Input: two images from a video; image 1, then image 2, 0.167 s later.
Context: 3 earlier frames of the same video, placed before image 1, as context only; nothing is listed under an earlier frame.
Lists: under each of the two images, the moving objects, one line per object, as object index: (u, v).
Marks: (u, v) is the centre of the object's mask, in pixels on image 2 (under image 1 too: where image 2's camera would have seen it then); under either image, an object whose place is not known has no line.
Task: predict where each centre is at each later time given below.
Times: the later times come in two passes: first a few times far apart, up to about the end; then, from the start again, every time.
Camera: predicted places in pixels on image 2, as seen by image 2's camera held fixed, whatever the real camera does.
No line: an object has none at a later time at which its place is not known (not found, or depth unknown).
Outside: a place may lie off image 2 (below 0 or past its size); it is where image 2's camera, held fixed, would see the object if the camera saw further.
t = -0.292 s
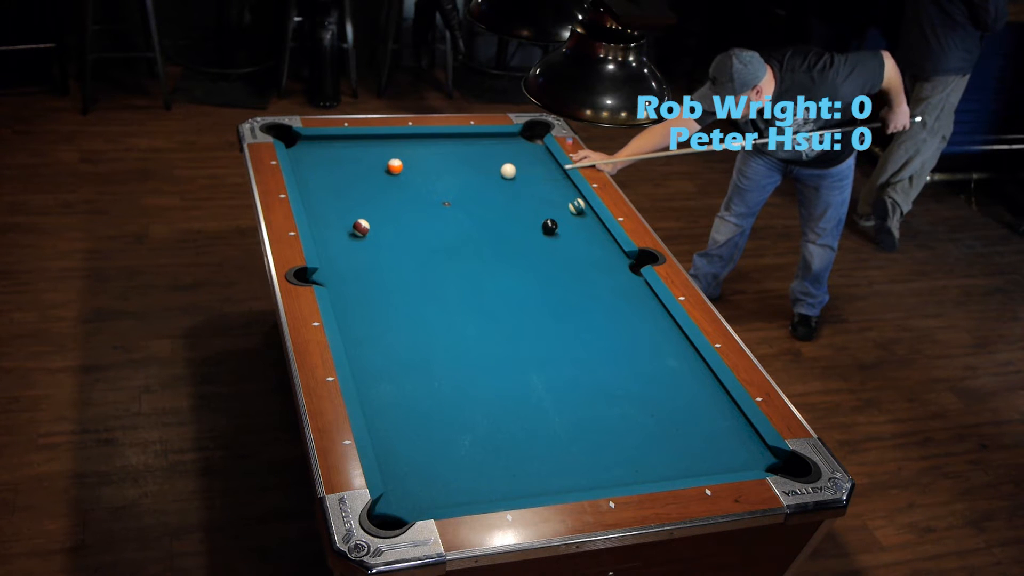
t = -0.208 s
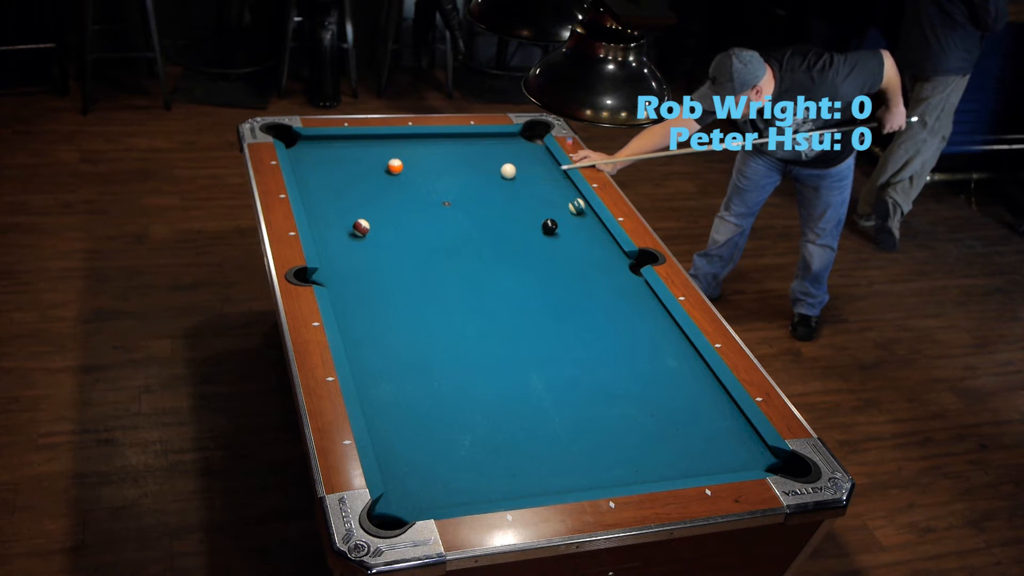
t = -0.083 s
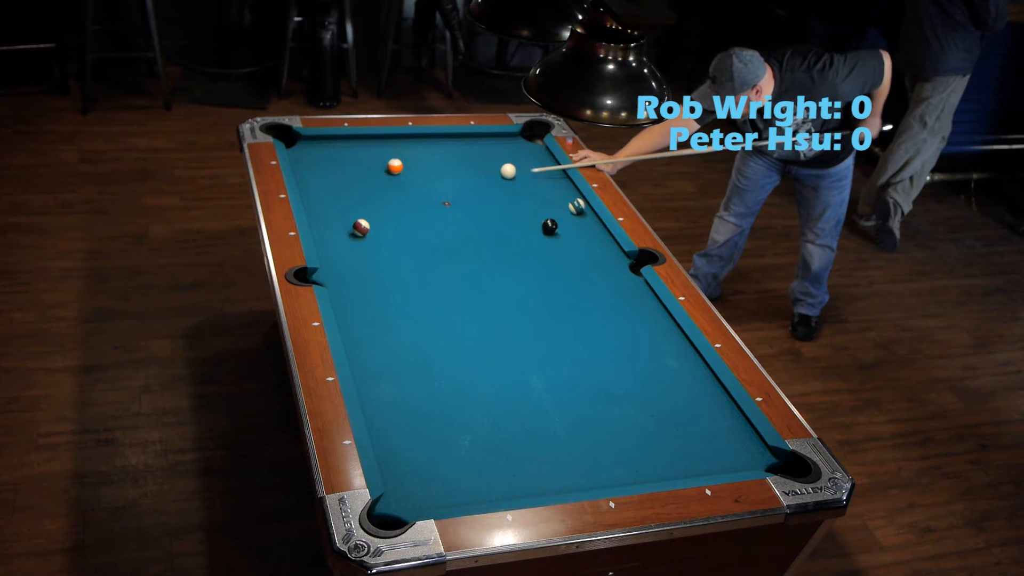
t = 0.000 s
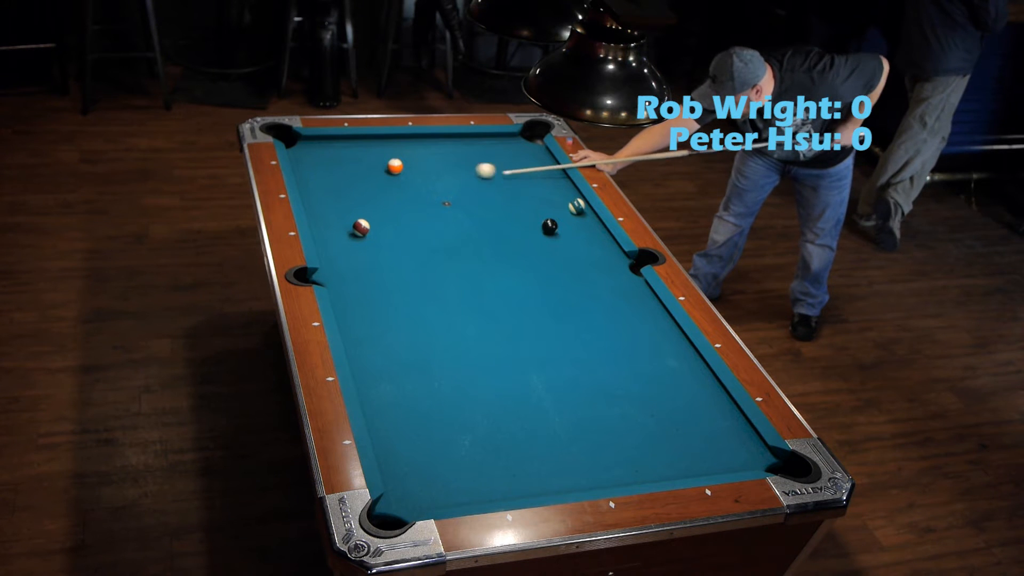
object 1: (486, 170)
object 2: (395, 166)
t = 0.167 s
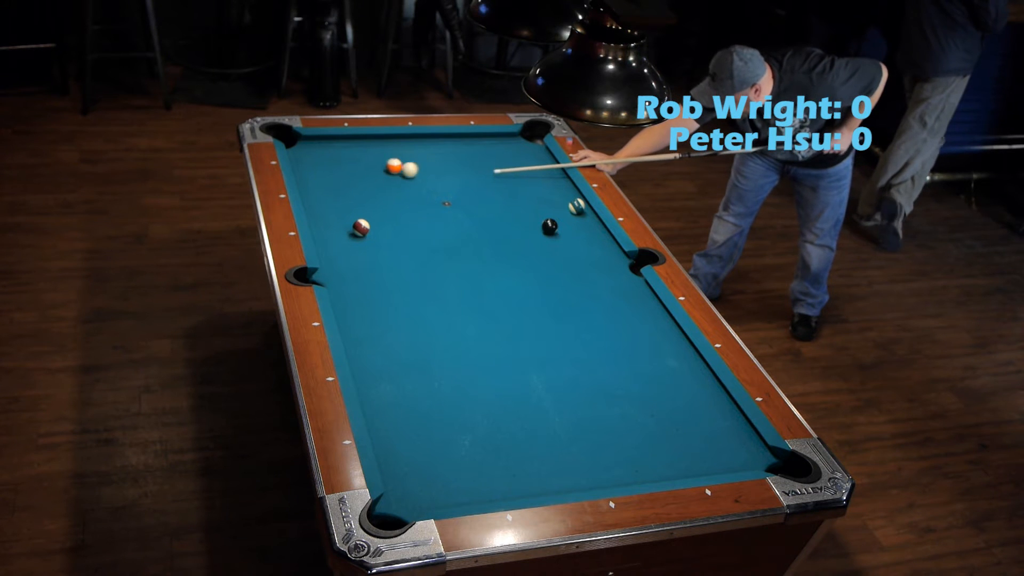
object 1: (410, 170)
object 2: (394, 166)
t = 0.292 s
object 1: (396, 179)
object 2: (361, 157)
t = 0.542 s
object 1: (368, 195)
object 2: (311, 144)
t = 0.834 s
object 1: (334, 214)
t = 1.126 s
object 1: (330, 233)
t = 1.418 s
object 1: (358, 251)
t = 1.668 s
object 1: (382, 266)
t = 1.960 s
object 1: (410, 283)
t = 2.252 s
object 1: (437, 299)
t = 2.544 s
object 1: (463, 315)
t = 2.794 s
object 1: (485, 327)
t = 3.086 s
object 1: (509, 341)
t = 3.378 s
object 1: (532, 355)
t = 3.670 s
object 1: (554, 368)
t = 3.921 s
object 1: (572, 377)
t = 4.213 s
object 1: (591, 388)
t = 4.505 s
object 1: (609, 397)
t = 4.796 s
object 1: (625, 405)
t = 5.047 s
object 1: (637, 411)
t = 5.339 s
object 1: (650, 416)
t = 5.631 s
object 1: (660, 421)
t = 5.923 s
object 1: (668, 425)
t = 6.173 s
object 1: (672, 427)
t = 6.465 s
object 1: (674, 428)
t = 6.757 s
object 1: (675, 429)
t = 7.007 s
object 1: (675, 428)
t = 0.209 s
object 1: (405, 173)
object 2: (382, 163)
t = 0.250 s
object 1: (401, 176)
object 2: (371, 160)
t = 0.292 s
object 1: (396, 179)
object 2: (361, 157)
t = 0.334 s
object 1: (392, 181)
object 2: (352, 155)
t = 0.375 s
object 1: (387, 184)
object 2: (343, 153)
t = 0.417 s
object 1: (383, 187)
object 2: (335, 150)
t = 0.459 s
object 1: (378, 189)
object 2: (327, 148)
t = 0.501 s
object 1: (373, 192)
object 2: (319, 146)
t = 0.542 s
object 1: (368, 195)
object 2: (311, 144)
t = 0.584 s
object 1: (363, 198)
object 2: (303, 142)
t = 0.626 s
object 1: (359, 200)
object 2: (295, 140)
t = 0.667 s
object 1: (354, 203)
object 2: (288, 139)
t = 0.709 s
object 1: (349, 206)
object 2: (282, 140)
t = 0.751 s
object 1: (344, 209)
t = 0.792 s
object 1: (339, 212)
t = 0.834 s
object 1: (334, 214)
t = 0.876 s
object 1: (329, 217)
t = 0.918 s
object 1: (324, 220)
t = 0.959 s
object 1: (319, 223)
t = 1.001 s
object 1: (318, 226)
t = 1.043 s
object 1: (322, 228)
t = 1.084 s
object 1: (326, 231)
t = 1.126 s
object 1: (330, 233)
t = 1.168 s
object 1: (334, 236)
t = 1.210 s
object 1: (338, 238)
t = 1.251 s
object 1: (342, 241)
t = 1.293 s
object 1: (346, 244)
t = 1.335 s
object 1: (350, 246)
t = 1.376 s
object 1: (354, 249)
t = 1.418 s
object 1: (358, 251)
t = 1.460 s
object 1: (362, 254)
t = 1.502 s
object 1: (366, 256)
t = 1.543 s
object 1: (370, 259)
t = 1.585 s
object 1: (374, 261)
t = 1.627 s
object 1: (378, 264)
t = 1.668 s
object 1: (382, 266)
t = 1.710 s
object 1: (386, 268)
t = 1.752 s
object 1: (390, 271)
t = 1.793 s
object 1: (394, 273)
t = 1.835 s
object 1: (398, 276)
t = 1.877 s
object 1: (402, 278)
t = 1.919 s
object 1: (406, 280)
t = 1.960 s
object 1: (410, 283)
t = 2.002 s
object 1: (414, 285)
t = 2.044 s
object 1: (418, 287)
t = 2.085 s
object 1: (422, 290)
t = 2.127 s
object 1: (426, 292)
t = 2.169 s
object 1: (430, 294)
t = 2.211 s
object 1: (433, 297)
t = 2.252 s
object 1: (437, 299)
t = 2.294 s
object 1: (441, 301)
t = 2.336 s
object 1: (445, 303)
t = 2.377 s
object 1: (449, 306)
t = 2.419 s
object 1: (452, 308)
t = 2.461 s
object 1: (456, 310)
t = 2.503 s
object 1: (460, 312)
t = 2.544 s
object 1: (463, 315)
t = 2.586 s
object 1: (467, 317)
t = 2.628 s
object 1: (471, 319)
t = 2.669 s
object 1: (474, 321)
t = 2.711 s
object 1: (478, 323)
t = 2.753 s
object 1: (482, 325)
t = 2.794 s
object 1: (485, 327)
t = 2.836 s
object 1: (488, 330)
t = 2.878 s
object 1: (492, 332)
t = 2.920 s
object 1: (496, 334)
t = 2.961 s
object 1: (499, 336)
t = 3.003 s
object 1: (502, 338)
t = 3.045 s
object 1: (506, 340)
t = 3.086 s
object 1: (509, 341)
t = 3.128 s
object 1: (513, 344)
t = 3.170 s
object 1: (516, 346)
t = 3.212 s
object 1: (519, 347)
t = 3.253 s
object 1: (522, 349)
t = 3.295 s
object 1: (526, 351)
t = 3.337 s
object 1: (529, 353)
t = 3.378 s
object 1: (532, 355)
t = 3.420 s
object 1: (535, 357)
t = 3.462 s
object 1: (538, 359)
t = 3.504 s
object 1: (542, 361)
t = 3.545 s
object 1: (545, 362)
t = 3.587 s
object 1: (548, 364)
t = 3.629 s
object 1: (551, 366)
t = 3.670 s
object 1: (554, 368)
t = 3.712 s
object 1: (557, 369)
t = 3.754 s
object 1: (560, 371)
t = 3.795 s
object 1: (563, 372)
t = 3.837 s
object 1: (566, 374)
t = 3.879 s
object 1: (569, 376)
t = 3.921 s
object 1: (572, 377)
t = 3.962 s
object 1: (575, 379)
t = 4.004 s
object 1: (577, 381)
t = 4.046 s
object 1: (580, 382)
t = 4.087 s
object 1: (583, 384)
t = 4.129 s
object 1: (586, 385)
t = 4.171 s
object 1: (588, 387)
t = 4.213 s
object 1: (591, 388)
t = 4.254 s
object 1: (594, 389)
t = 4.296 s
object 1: (596, 391)
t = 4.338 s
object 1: (599, 392)
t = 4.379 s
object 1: (601, 393)
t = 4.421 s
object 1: (604, 395)
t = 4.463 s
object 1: (606, 396)
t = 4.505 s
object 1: (609, 397)
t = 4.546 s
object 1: (611, 398)
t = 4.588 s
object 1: (614, 400)
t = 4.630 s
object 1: (616, 401)
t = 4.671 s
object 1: (618, 402)
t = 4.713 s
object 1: (621, 403)
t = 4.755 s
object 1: (623, 404)
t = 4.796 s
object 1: (625, 405)
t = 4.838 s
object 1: (627, 406)
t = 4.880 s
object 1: (630, 407)
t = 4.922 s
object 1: (632, 408)
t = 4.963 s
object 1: (634, 409)
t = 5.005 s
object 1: (636, 410)
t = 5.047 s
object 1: (637, 411)
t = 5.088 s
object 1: (639, 412)
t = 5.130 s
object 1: (641, 412)
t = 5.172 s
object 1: (643, 413)
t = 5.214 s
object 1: (645, 414)
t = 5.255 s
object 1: (646, 415)
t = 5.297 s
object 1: (648, 416)
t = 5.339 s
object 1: (650, 416)
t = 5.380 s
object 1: (652, 417)
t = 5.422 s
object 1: (653, 418)
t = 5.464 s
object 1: (655, 419)
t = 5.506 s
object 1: (656, 419)
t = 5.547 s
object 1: (658, 420)
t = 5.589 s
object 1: (659, 420)
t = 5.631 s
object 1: (660, 421)
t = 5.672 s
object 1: (661, 422)
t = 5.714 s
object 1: (663, 422)
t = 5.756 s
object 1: (664, 423)
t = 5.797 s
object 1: (665, 423)
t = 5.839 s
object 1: (666, 424)
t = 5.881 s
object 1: (667, 424)
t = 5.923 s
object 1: (668, 425)
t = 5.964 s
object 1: (668, 425)
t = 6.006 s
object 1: (669, 425)
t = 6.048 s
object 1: (670, 426)
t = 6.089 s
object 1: (671, 426)
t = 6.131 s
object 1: (671, 426)
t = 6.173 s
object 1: (672, 427)
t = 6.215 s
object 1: (673, 427)
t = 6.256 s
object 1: (673, 427)
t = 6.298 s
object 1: (674, 427)
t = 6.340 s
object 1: (674, 427)
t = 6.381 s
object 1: (674, 428)
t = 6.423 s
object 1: (674, 428)
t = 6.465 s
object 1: (674, 428)
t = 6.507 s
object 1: (675, 428)
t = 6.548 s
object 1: (675, 428)
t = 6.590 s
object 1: (675, 428)
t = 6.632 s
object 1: (675, 428)
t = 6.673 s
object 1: (675, 429)
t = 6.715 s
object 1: (675, 429)
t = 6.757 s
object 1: (675, 429)
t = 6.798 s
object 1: (675, 429)
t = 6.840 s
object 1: (675, 429)
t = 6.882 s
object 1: (675, 428)
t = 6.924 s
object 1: (675, 428)
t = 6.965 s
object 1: (675, 428)
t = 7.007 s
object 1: (675, 428)
